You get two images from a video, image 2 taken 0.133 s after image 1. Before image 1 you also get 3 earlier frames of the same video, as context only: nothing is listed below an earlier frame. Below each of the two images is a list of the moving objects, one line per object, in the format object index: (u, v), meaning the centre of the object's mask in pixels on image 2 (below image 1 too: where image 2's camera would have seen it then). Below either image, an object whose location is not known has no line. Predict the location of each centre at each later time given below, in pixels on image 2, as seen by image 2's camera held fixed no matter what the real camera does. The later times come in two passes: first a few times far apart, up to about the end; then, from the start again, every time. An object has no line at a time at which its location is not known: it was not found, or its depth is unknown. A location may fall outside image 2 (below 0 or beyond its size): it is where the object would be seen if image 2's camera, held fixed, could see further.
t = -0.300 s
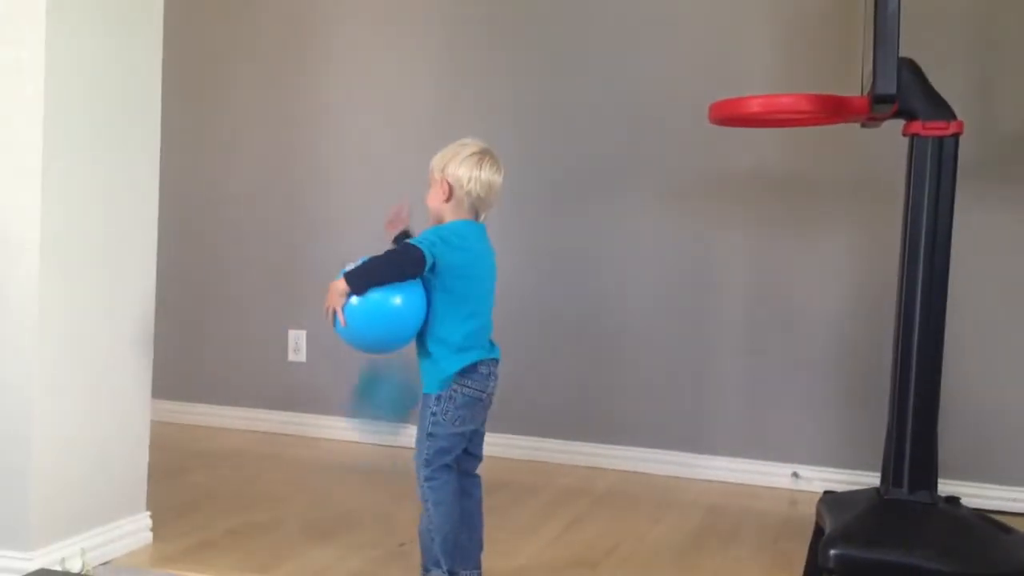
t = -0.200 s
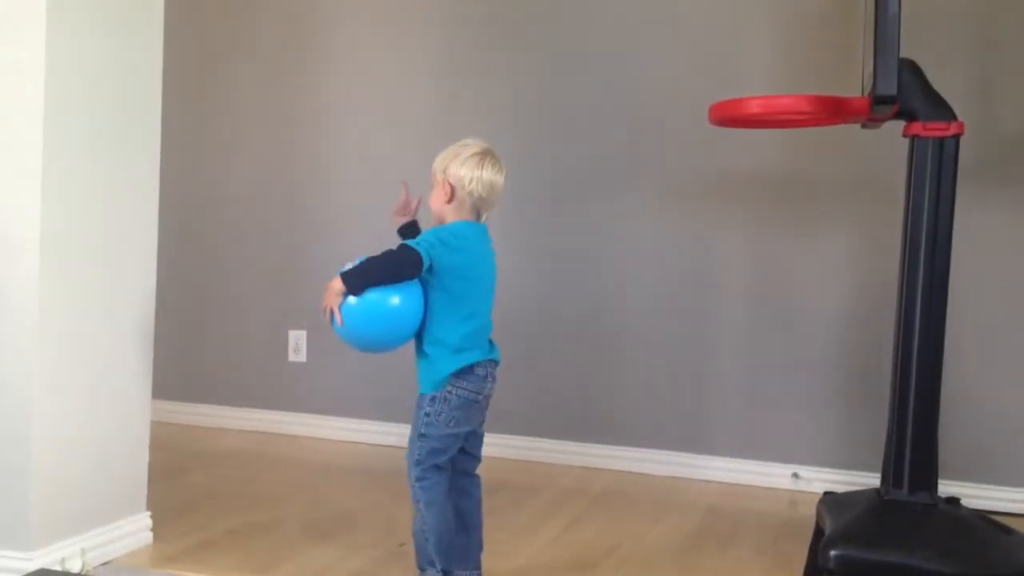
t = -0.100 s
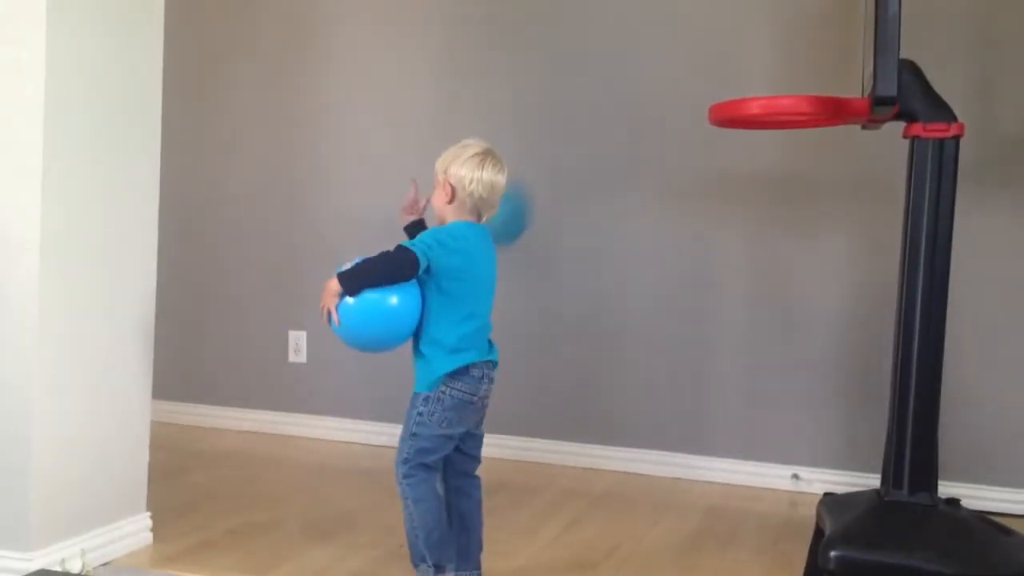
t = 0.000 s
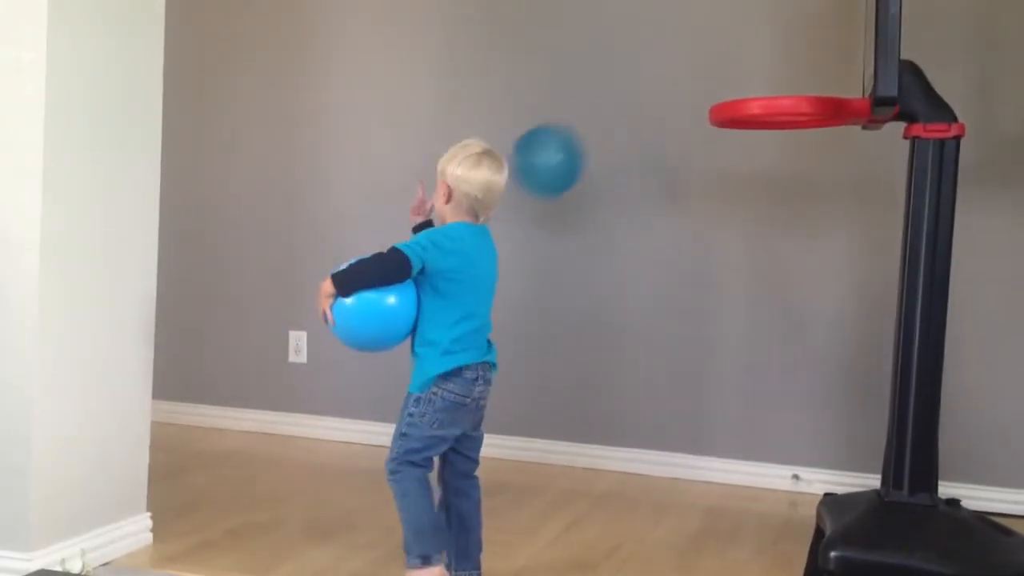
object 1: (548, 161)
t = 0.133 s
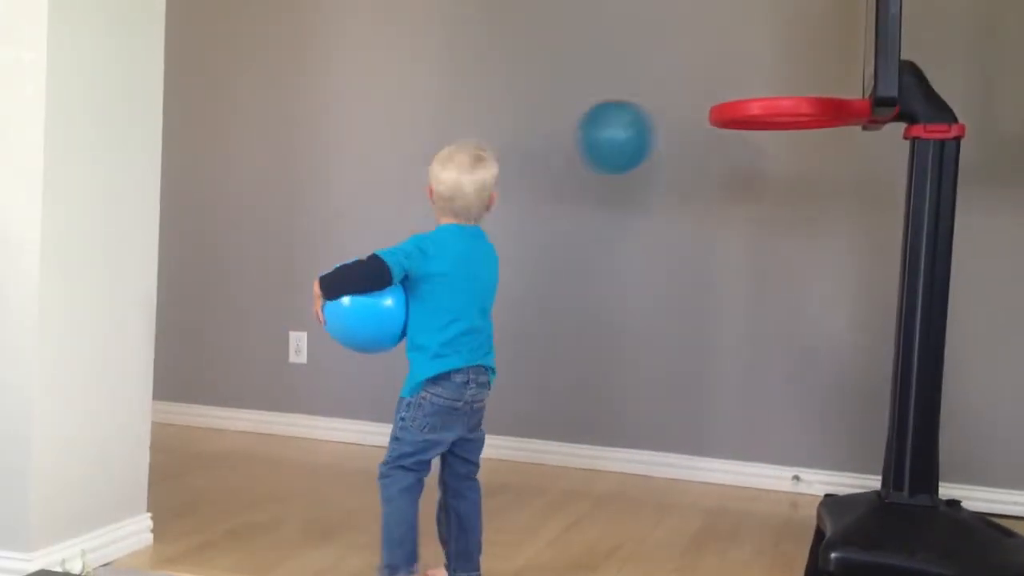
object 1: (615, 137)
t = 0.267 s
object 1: (681, 166)
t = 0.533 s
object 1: (799, 398)
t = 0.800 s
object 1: (770, 450)
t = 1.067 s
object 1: (695, 476)
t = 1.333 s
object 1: (623, 499)
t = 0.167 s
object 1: (632, 139)
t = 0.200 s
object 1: (649, 144)
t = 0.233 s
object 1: (665, 154)
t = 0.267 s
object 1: (681, 166)
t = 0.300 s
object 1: (697, 182)
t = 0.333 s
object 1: (712, 201)
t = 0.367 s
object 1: (727, 224)
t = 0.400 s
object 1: (743, 253)
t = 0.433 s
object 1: (758, 285)
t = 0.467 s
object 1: (772, 319)
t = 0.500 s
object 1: (785, 356)
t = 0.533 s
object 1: (799, 398)
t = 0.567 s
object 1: (811, 446)
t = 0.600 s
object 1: (814, 468)
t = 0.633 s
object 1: (809, 461)
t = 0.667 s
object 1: (803, 456)
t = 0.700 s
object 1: (796, 452)
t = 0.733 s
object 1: (788, 449)
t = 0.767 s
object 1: (779, 448)
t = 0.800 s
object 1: (770, 450)
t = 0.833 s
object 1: (760, 456)
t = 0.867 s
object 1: (750, 463)
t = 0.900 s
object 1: (739, 477)
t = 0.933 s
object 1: (729, 484)
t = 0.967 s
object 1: (721, 477)
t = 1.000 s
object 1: (712, 473)
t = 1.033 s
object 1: (704, 473)
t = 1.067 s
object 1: (695, 476)
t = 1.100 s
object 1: (685, 483)
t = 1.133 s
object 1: (674, 494)
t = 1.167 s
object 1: (664, 505)
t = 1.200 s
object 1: (656, 498)
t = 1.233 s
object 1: (648, 493)
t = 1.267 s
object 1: (640, 491)
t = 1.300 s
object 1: (631, 493)
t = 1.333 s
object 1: (623, 499)
